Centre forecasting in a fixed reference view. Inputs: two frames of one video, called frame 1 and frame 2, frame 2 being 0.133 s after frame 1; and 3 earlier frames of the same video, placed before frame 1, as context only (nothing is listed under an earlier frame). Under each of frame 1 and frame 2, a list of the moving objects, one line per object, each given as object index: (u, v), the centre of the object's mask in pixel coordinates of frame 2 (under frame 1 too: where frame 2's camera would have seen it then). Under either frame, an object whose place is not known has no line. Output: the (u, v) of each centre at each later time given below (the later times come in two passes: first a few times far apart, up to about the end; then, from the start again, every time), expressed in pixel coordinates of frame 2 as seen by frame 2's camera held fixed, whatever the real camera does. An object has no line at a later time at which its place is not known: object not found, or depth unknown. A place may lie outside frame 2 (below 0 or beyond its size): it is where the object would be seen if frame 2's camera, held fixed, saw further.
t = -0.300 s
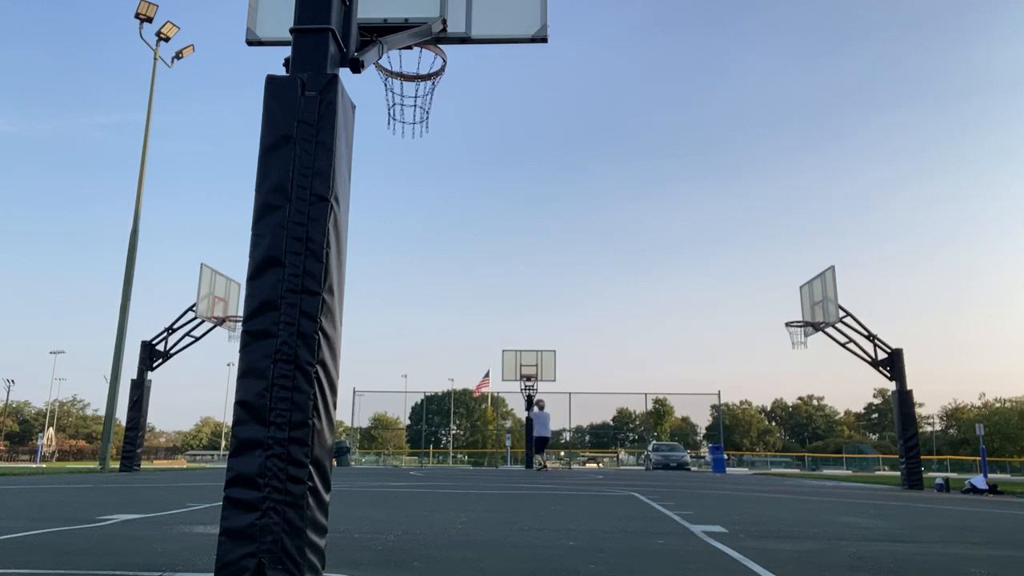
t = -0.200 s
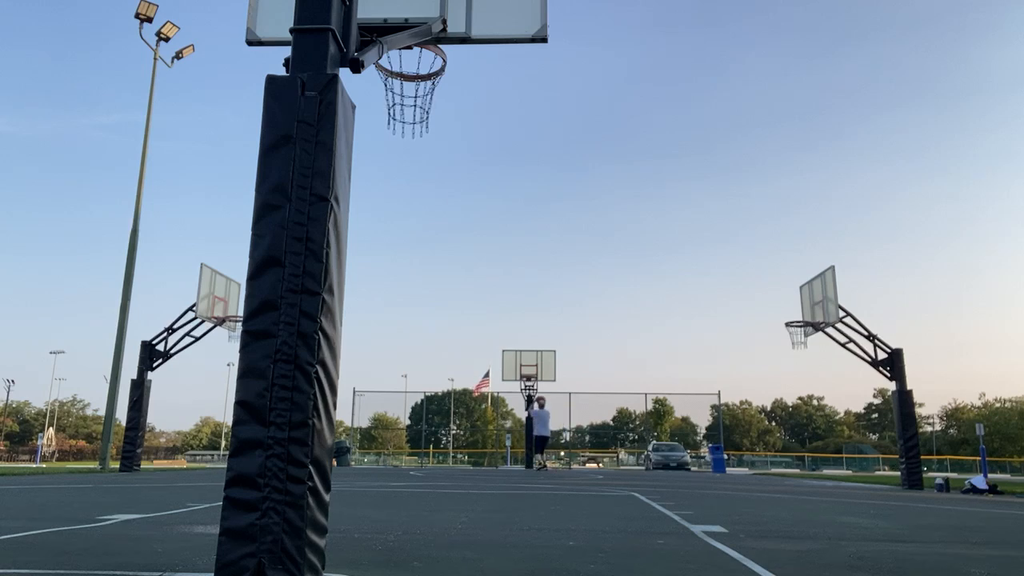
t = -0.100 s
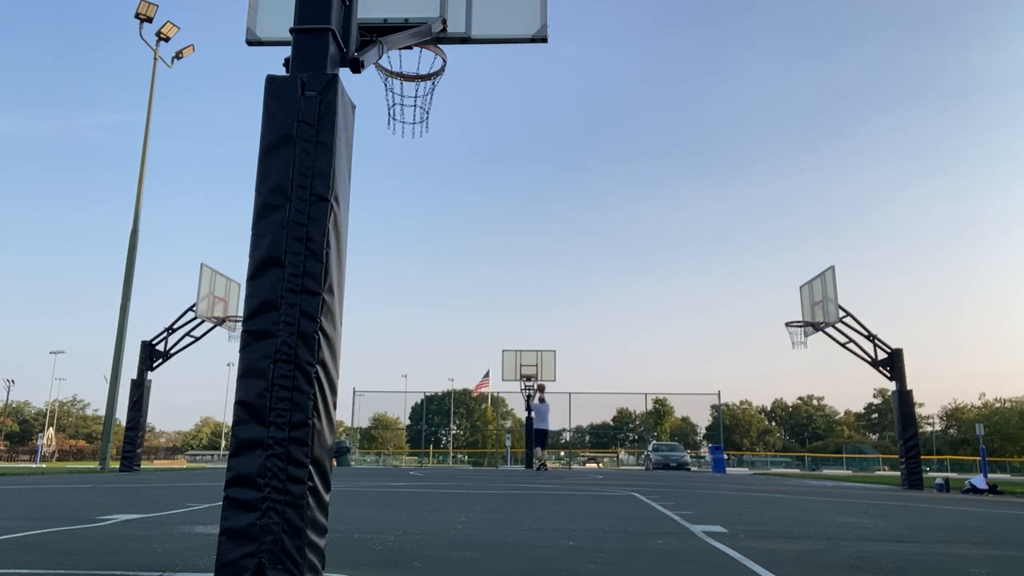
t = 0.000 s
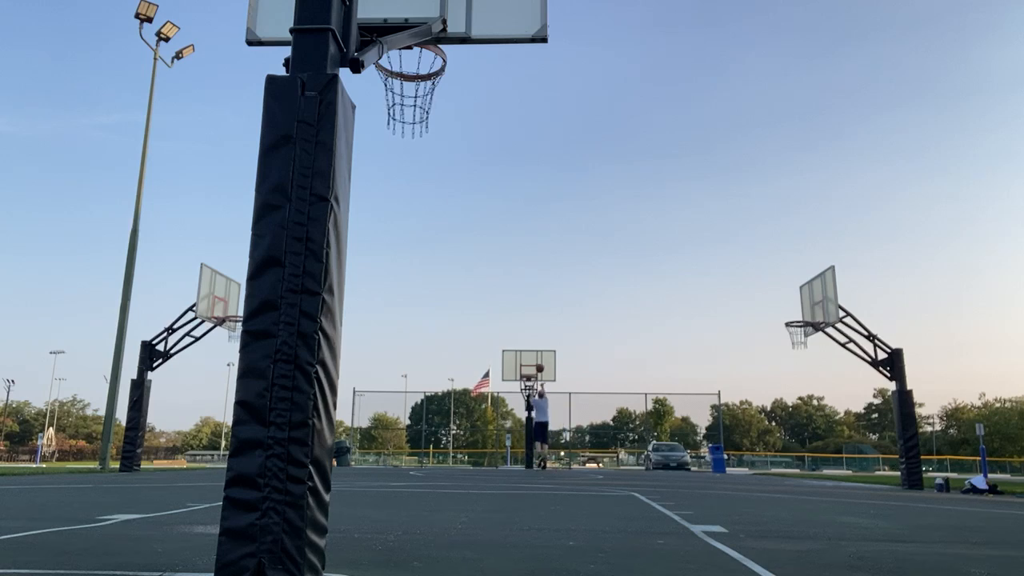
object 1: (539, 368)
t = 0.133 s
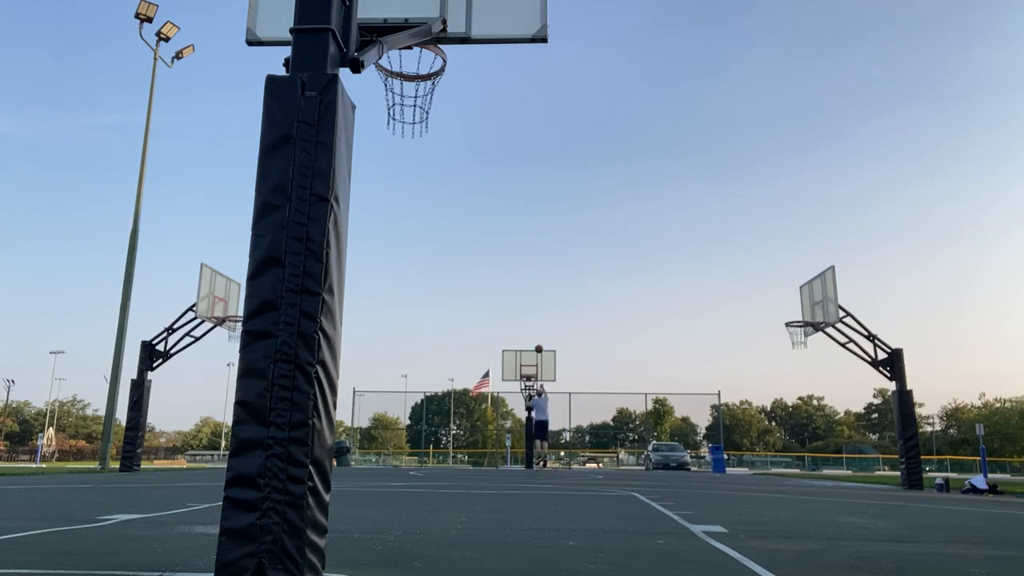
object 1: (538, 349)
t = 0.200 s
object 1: (538, 342)
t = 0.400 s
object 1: (536, 331)
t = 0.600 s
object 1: (535, 334)
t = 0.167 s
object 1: (538, 345)
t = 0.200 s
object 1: (538, 342)
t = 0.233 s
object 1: (538, 339)
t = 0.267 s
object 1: (538, 337)
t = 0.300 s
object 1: (537, 335)
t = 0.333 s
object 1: (537, 333)
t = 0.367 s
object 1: (537, 332)
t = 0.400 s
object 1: (536, 331)
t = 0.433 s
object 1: (536, 331)
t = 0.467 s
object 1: (536, 331)
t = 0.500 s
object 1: (535, 331)
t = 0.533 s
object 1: (535, 332)
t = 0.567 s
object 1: (535, 333)
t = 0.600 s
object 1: (535, 334)
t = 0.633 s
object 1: (534, 336)
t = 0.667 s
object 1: (534, 338)
